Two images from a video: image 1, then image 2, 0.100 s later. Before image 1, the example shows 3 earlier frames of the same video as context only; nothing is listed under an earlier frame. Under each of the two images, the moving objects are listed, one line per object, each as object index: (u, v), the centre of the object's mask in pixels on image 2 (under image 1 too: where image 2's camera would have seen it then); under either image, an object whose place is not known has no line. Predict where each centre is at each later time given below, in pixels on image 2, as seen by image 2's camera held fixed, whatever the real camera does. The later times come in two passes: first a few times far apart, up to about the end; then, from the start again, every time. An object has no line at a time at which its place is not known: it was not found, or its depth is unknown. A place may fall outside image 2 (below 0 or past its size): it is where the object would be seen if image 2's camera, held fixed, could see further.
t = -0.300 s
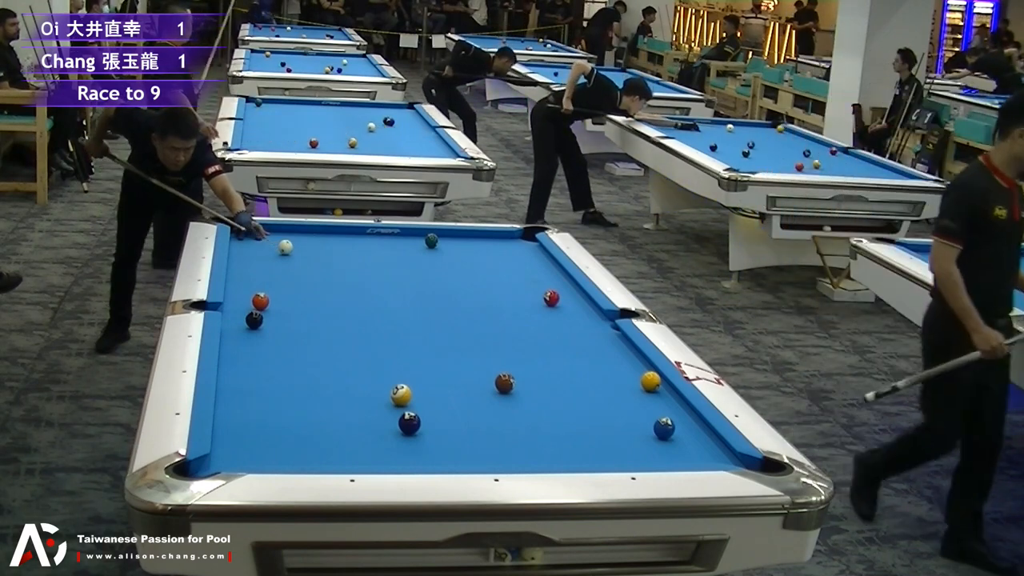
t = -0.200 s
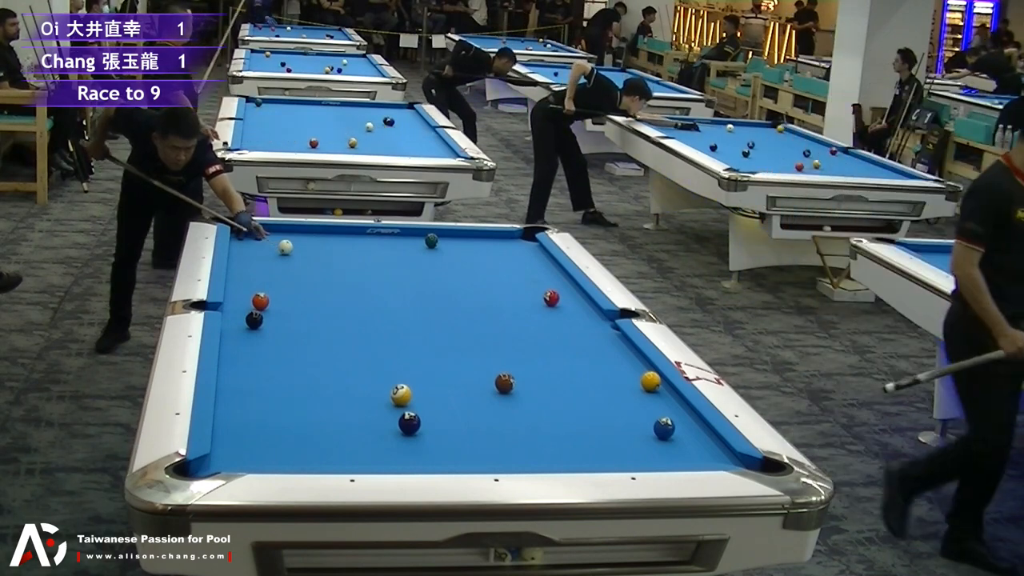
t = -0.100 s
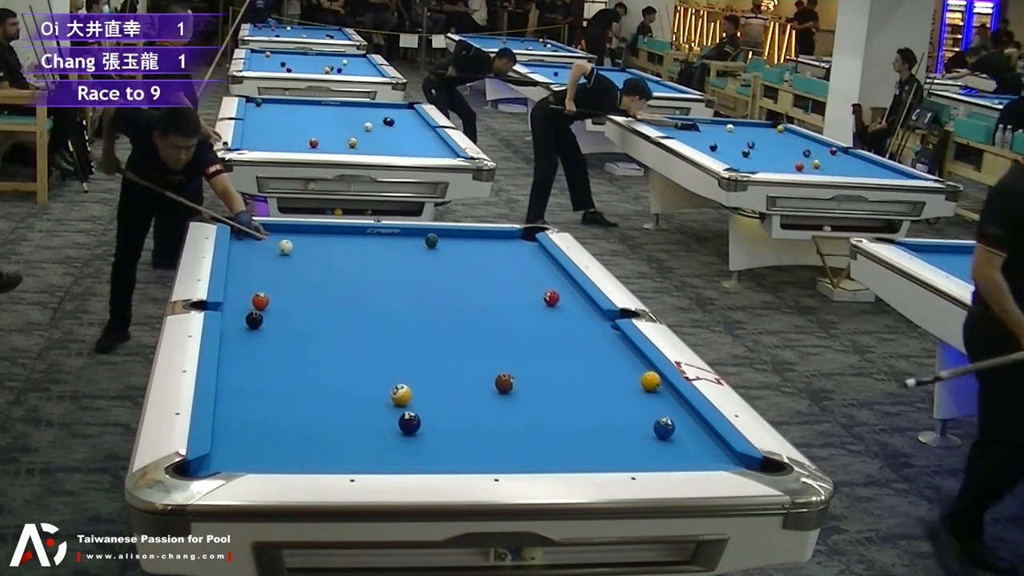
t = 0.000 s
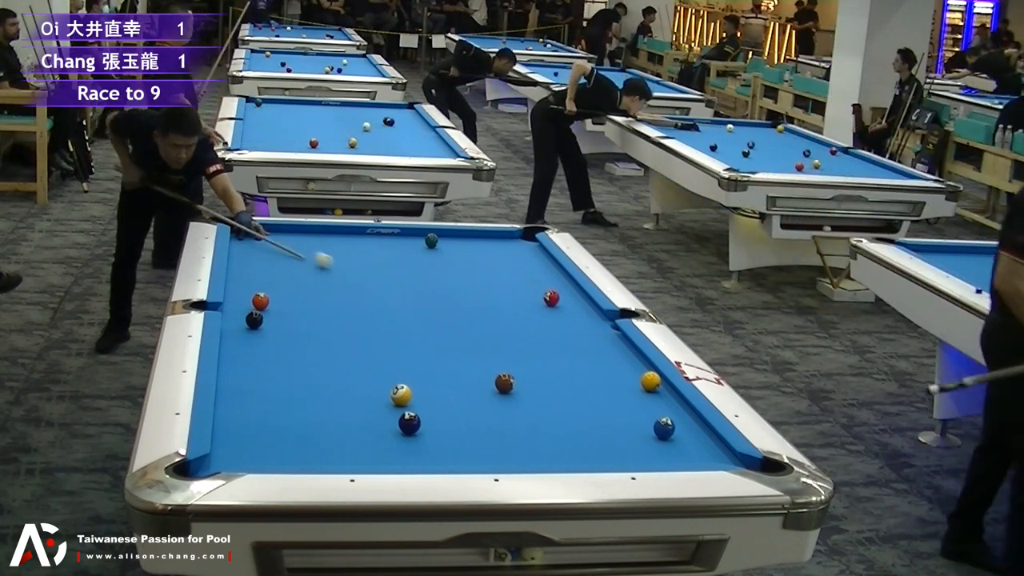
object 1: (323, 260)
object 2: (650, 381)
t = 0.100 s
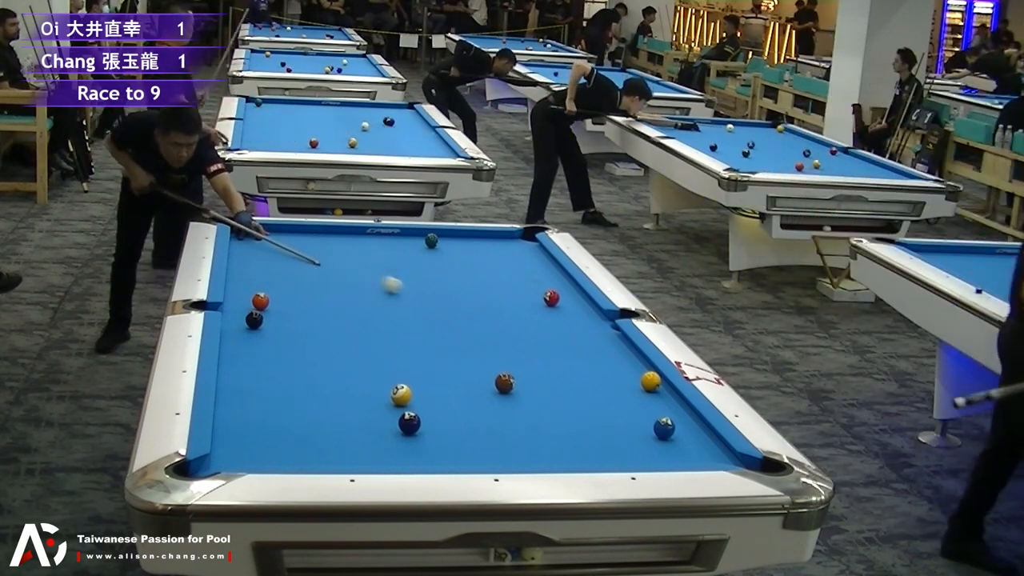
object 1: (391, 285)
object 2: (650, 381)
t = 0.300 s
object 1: (546, 340)
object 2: (650, 381)
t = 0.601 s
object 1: (594, 371)
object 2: (711, 443)
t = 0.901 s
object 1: (512, 365)
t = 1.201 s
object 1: (434, 362)
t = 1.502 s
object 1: (359, 357)
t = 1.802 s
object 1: (287, 352)
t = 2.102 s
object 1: (232, 348)
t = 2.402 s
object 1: (267, 348)
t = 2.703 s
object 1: (297, 348)
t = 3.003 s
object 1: (325, 348)
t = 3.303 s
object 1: (350, 348)
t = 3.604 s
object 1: (372, 348)
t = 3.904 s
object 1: (392, 348)
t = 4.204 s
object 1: (409, 348)
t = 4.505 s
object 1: (423, 348)
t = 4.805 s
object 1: (436, 348)
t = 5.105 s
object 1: (445, 348)
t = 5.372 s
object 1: (452, 348)
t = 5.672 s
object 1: (457, 348)
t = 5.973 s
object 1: (460, 349)
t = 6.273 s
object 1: (461, 349)
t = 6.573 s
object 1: (460, 349)
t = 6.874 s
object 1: (461, 349)
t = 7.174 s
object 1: (461, 349)
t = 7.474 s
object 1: (460, 349)
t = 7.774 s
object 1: (460, 349)
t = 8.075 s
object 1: (460, 349)
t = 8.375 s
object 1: (461, 349)
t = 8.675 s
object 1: (460, 349)
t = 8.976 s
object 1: (460, 349)
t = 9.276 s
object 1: (460, 349)
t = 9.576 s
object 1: (461, 349)
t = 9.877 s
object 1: (461, 349)
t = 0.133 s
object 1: (415, 294)
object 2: (650, 381)
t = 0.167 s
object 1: (440, 303)
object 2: (650, 381)
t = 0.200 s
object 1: (465, 312)
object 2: (650, 381)
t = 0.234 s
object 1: (492, 321)
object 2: (650, 381)
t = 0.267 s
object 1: (518, 331)
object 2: (650, 381)
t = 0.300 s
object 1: (546, 340)
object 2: (650, 381)
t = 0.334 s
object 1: (573, 350)
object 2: (650, 381)
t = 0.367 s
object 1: (601, 360)
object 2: (650, 381)
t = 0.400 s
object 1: (629, 370)
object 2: (650, 381)
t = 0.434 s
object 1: (652, 372)
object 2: (657, 387)
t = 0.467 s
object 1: (643, 374)
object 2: (669, 397)
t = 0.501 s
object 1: (630, 373)
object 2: (681, 409)
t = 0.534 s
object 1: (617, 373)
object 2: (693, 420)
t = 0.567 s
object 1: (605, 372)
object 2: (703, 431)
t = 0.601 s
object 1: (594, 371)
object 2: (711, 443)
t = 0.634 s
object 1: (583, 370)
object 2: (720, 452)
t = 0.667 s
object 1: (574, 370)
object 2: (729, 459)
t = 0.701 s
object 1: (564, 369)
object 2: (744, 461)
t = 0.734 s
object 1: (555, 369)
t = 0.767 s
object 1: (547, 368)
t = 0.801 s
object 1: (538, 368)
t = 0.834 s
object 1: (529, 367)
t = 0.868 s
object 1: (521, 367)
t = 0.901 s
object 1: (512, 365)
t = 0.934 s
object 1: (503, 365)
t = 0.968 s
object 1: (493, 365)
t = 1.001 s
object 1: (485, 365)
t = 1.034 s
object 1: (477, 364)
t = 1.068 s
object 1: (468, 364)
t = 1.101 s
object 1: (460, 363)
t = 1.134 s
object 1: (451, 363)
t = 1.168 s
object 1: (442, 362)
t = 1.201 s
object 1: (434, 362)
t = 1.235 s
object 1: (425, 361)
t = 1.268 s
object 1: (417, 361)
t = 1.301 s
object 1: (408, 360)
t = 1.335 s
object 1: (400, 359)
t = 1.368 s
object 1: (392, 359)
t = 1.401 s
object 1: (384, 358)
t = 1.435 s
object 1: (375, 358)
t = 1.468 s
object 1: (367, 358)
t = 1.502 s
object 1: (359, 357)
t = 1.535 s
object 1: (351, 356)
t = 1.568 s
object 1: (343, 356)
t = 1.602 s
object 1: (335, 355)
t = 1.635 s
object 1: (327, 355)
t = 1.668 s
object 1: (319, 354)
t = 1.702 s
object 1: (311, 354)
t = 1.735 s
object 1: (303, 353)
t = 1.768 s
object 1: (295, 353)
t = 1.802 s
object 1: (287, 352)
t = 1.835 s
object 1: (280, 352)
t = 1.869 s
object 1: (272, 351)
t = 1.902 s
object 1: (264, 351)
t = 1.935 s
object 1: (257, 350)
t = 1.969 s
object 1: (249, 350)
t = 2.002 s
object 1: (241, 349)
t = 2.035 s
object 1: (234, 348)
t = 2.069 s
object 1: (228, 348)
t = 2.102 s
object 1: (232, 348)
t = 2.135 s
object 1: (237, 348)
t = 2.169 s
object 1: (241, 348)
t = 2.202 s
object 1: (245, 348)
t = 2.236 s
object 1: (249, 348)
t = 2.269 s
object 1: (253, 348)
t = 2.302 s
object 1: (256, 348)
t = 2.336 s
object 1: (259, 348)
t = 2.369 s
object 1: (263, 348)
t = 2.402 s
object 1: (267, 348)
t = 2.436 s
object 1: (270, 348)
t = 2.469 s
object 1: (274, 348)
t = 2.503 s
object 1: (277, 348)
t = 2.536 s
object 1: (281, 348)
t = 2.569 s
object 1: (284, 348)
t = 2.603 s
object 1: (287, 348)
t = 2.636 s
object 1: (291, 348)
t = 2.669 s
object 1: (294, 348)
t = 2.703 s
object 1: (297, 348)
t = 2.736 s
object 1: (300, 348)
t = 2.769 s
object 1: (304, 348)
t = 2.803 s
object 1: (307, 348)
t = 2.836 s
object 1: (310, 348)
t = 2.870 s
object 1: (313, 348)
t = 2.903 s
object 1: (316, 348)
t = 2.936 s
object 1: (319, 348)
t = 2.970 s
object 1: (322, 348)
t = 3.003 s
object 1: (325, 348)
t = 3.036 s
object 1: (328, 348)
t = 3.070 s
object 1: (331, 348)
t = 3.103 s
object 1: (334, 348)
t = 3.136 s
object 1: (337, 348)
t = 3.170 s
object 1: (339, 348)
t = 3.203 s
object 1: (342, 348)
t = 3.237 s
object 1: (344, 348)
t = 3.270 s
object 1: (347, 348)
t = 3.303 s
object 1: (350, 348)
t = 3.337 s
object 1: (353, 348)
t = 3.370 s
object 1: (355, 348)
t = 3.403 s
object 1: (357, 348)
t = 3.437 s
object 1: (360, 348)
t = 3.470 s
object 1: (362, 348)
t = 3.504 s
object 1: (365, 348)
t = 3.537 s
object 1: (367, 348)
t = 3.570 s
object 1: (370, 348)
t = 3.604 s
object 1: (372, 348)
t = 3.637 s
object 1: (374, 348)
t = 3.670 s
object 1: (377, 348)
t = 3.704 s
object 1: (379, 348)
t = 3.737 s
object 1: (381, 348)
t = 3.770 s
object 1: (383, 348)
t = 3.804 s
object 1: (385, 348)
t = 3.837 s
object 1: (387, 348)
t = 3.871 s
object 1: (390, 348)
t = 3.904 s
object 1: (392, 348)
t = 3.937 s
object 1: (394, 348)
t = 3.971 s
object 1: (396, 348)
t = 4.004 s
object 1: (398, 348)
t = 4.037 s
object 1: (399, 348)
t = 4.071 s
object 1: (401, 348)
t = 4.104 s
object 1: (403, 348)
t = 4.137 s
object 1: (405, 348)
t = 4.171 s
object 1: (407, 348)
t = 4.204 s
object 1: (409, 348)
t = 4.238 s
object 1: (410, 348)
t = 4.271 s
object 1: (412, 348)
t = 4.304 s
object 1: (414, 348)
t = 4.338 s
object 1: (415, 348)
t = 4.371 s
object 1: (417, 348)
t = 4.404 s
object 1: (419, 348)
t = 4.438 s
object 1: (420, 348)
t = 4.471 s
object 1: (422, 348)
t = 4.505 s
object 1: (423, 348)
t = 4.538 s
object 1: (425, 348)
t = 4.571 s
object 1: (426, 348)
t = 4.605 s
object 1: (428, 348)
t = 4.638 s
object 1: (429, 348)
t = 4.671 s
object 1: (431, 348)
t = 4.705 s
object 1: (432, 348)
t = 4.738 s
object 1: (433, 348)
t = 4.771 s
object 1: (434, 348)
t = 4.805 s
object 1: (436, 348)
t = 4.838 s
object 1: (437, 348)
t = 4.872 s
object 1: (438, 348)
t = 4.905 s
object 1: (439, 348)
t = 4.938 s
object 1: (440, 348)
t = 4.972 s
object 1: (442, 348)
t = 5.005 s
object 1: (442, 348)
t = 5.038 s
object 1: (444, 348)
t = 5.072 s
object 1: (444, 348)
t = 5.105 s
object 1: (445, 348)
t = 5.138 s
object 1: (446, 348)
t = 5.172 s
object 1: (447, 348)
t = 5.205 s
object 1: (448, 348)
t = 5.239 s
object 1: (448, 348)
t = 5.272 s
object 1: (449, 348)
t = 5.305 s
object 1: (450, 348)
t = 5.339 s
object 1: (451, 348)
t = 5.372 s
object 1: (452, 348)
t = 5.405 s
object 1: (452, 348)
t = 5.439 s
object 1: (453, 348)
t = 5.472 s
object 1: (454, 348)
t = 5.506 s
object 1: (454, 348)
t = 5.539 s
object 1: (455, 348)
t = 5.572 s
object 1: (456, 348)
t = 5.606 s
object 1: (456, 348)
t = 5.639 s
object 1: (457, 348)
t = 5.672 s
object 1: (457, 348)
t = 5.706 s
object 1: (458, 348)
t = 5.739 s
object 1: (458, 348)
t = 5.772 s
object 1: (459, 349)
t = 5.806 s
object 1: (459, 349)
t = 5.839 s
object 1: (459, 349)
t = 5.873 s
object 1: (459, 349)
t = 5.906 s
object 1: (459, 349)
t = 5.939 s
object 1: (460, 349)
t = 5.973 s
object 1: (460, 349)
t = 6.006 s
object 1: (460, 349)
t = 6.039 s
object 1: (460, 349)
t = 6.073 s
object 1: (461, 349)
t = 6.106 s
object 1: (461, 349)
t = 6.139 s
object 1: (461, 349)
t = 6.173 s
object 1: (461, 349)
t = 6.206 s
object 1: (461, 349)
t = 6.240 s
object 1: (461, 349)
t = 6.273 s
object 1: (461, 349)
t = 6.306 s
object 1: (461, 349)
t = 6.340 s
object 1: (461, 349)
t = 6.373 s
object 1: (461, 349)
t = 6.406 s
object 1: (461, 349)
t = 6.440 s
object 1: (461, 349)
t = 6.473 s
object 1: (461, 349)
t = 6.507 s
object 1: (461, 349)
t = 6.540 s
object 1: (461, 349)
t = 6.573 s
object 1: (460, 349)
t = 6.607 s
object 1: (460, 349)
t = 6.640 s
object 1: (460, 349)
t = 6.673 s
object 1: (460, 349)
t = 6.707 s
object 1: (460, 349)
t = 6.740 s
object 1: (460, 349)
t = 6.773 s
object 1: (460, 349)
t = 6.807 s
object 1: (460, 349)
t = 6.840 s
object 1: (461, 349)
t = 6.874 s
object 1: (461, 349)
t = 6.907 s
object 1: (461, 349)
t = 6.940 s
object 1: (461, 349)
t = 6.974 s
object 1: (461, 349)
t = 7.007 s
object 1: (460, 349)
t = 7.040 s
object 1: (460, 349)
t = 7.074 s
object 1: (460, 349)
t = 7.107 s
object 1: (460, 349)
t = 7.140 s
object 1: (460, 349)
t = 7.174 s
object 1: (461, 349)
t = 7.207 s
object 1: (460, 349)
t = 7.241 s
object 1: (460, 349)
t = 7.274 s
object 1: (460, 349)
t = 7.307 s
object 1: (460, 349)
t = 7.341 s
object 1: (460, 349)
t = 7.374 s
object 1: (460, 349)
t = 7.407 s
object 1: (460, 349)
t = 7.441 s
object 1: (460, 349)
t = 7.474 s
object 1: (460, 349)
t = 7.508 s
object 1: (460, 349)
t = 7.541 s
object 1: (460, 349)
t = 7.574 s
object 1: (460, 349)
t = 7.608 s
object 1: (460, 349)
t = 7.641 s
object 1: (460, 349)
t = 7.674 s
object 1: (460, 349)
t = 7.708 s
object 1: (460, 349)
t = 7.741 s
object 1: (460, 349)
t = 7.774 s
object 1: (460, 349)
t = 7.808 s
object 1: (460, 349)
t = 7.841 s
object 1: (460, 349)
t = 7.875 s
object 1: (460, 349)
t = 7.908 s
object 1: (460, 349)
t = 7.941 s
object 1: (460, 349)
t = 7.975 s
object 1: (460, 349)
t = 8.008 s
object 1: (460, 349)
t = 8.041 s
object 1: (460, 349)
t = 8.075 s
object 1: (460, 349)
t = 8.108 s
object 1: (460, 349)
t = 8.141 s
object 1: (460, 349)
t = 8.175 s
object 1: (460, 349)
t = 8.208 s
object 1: (461, 349)
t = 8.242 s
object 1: (461, 349)
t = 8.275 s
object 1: (461, 349)
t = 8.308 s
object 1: (460, 349)
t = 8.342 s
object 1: (461, 349)
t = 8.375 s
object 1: (461, 349)
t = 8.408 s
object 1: (461, 349)
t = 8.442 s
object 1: (461, 349)
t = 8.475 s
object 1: (461, 349)
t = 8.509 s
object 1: (461, 349)
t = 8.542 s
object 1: (461, 349)
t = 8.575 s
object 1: (461, 349)
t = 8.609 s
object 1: (461, 349)
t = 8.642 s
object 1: (460, 349)
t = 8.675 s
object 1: (460, 349)
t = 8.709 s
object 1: (461, 349)
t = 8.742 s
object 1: (460, 349)
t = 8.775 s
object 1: (460, 349)
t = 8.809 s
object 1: (460, 349)
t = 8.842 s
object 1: (460, 349)
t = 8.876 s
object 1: (460, 349)
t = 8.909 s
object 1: (460, 349)
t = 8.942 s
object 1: (460, 349)
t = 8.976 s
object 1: (460, 349)
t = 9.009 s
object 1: (460, 349)
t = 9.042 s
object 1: (460, 349)
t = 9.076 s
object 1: (460, 349)
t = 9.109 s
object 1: (460, 349)
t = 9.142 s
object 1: (460, 349)
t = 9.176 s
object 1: (461, 349)
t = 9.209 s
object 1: (460, 349)
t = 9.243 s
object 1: (460, 349)
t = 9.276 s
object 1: (460, 349)
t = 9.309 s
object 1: (460, 349)
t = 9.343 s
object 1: (460, 349)
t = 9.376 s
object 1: (461, 349)
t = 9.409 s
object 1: (461, 349)
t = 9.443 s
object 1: (460, 349)
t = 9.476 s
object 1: (461, 349)
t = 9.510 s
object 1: (461, 349)
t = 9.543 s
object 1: (460, 349)
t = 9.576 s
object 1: (461, 349)
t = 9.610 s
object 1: (461, 349)
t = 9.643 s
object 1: (461, 349)
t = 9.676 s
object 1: (461, 349)
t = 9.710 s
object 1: (461, 349)
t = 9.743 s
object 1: (461, 349)
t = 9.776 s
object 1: (461, 349)
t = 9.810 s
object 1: (460, 349)
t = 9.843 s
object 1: (460, 349)
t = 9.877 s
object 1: (461, 349)
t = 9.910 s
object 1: (461, 349)
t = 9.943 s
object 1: (461, 349)
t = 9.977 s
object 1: (461, 349)
